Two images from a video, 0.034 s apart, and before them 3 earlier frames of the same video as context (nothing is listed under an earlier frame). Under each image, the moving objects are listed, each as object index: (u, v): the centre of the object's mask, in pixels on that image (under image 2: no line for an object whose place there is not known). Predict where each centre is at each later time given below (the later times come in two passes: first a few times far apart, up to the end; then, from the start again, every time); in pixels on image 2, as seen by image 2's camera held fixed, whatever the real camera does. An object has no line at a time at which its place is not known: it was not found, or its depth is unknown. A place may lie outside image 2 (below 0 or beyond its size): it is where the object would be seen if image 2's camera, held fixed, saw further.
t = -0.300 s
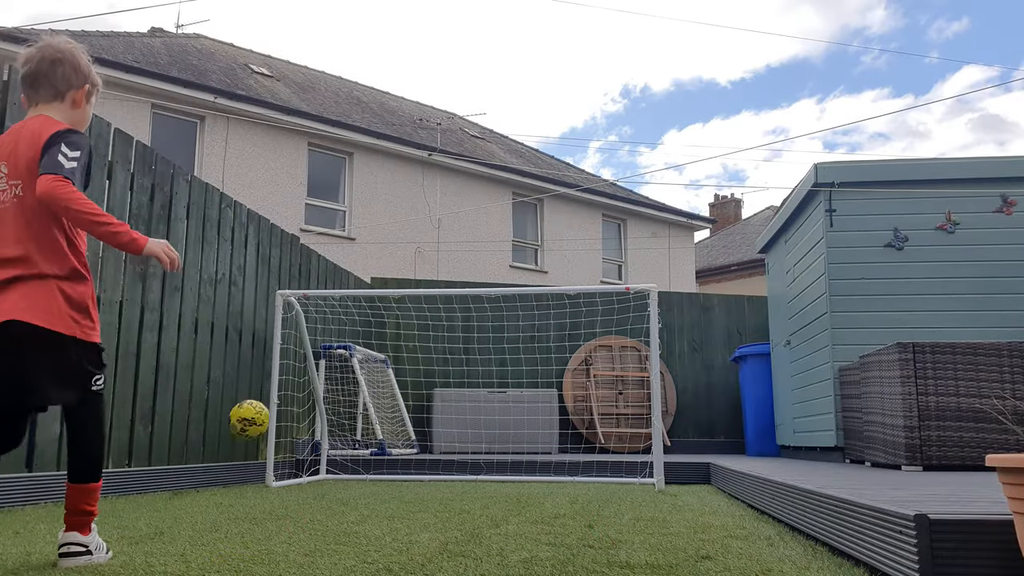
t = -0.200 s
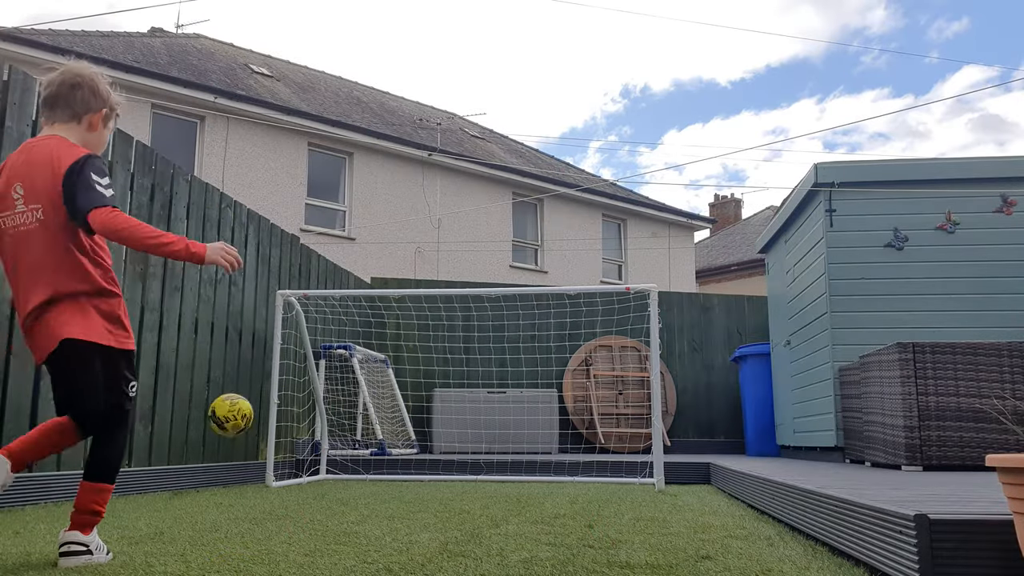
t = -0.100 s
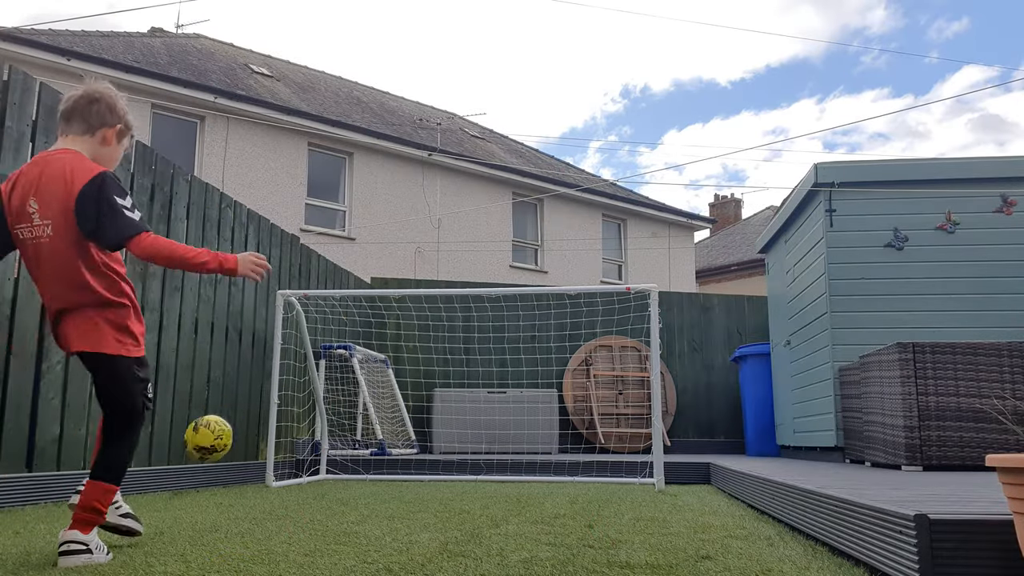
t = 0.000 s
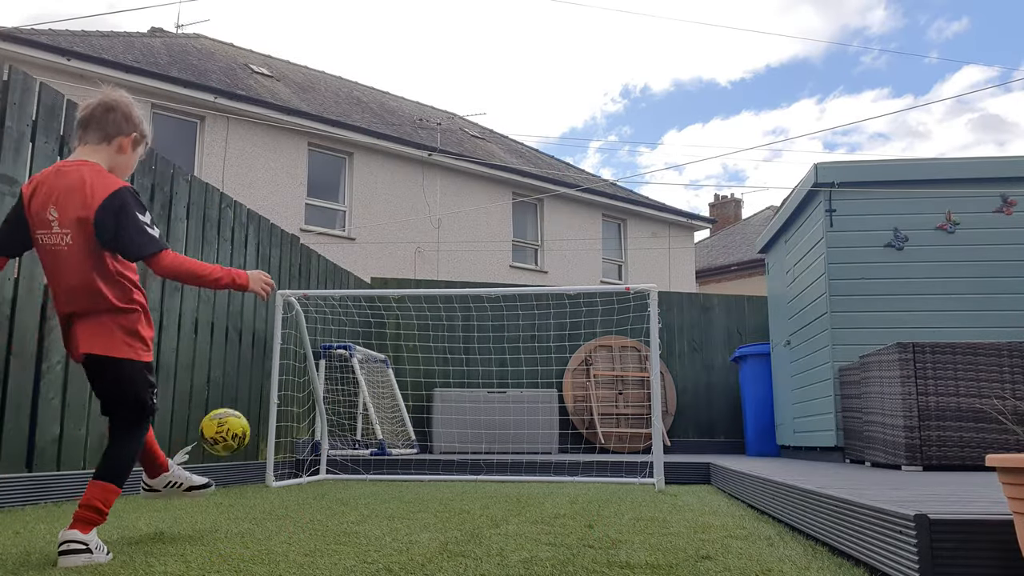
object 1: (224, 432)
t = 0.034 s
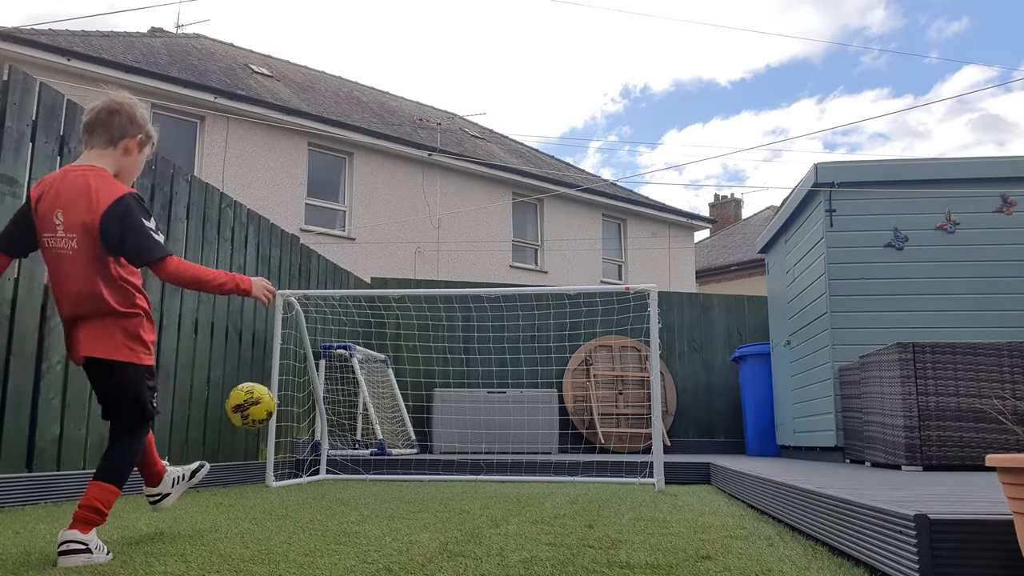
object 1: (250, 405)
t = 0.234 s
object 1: (387, 319)
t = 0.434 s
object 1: (499, 345)
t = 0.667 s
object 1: (621, 499)
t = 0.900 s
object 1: (687, 424)
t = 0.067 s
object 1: (275, 382)
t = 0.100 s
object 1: (299, 362)
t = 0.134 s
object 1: (323, 346)
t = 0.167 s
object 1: (344, 334)
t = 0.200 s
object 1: (366, 325)
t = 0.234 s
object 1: (387, 319)
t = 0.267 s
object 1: (406, 318)
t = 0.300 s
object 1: (426, 317)
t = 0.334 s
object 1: (445, 319)
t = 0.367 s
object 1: (464, 324)
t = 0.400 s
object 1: (482, 333)
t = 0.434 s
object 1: (499, 345)
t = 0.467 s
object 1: (517, 359)
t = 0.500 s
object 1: (535, 375)
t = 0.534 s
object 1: (552, 395)
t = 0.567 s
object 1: (570, 416)
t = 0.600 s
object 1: (586, 440)
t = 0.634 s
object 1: (604, 468)
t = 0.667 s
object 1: (621, 499)
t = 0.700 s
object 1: (630, 487)
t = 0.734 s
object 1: (640, 470)
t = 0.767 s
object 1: (649, 455)
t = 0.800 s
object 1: (658, 443)
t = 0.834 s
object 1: (668, 434)
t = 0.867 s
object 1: (678, 428)
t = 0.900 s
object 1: (687, 424)
